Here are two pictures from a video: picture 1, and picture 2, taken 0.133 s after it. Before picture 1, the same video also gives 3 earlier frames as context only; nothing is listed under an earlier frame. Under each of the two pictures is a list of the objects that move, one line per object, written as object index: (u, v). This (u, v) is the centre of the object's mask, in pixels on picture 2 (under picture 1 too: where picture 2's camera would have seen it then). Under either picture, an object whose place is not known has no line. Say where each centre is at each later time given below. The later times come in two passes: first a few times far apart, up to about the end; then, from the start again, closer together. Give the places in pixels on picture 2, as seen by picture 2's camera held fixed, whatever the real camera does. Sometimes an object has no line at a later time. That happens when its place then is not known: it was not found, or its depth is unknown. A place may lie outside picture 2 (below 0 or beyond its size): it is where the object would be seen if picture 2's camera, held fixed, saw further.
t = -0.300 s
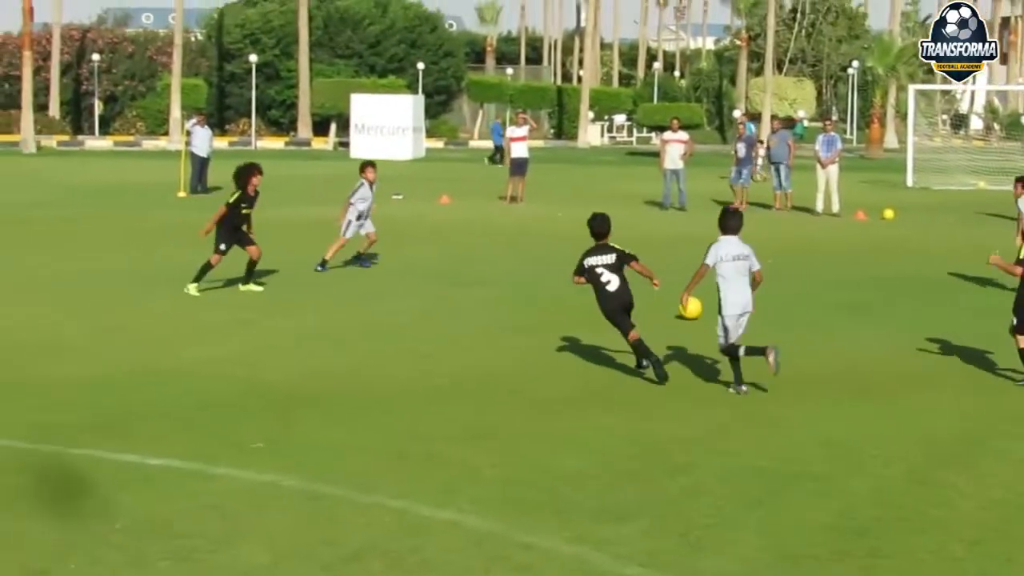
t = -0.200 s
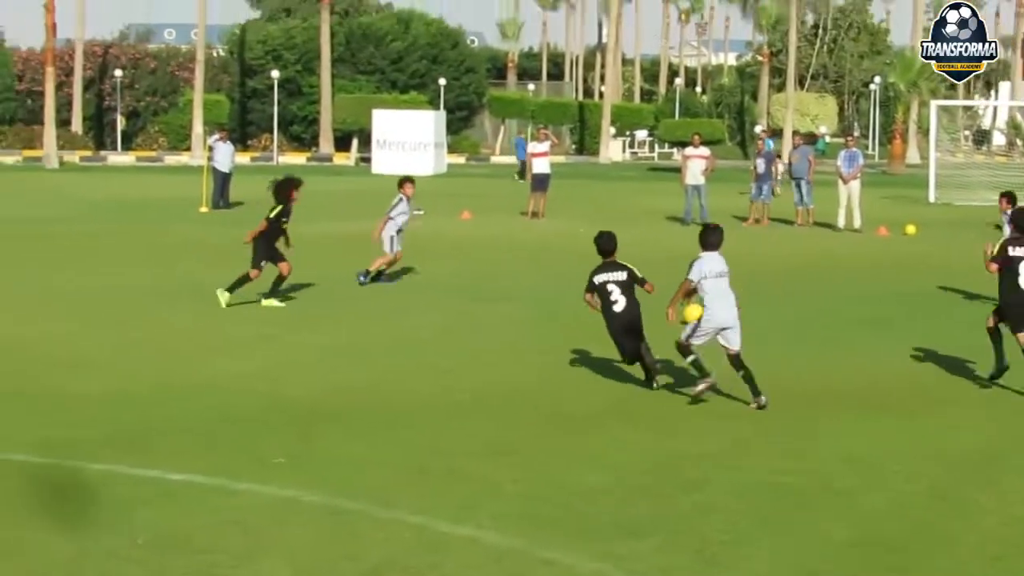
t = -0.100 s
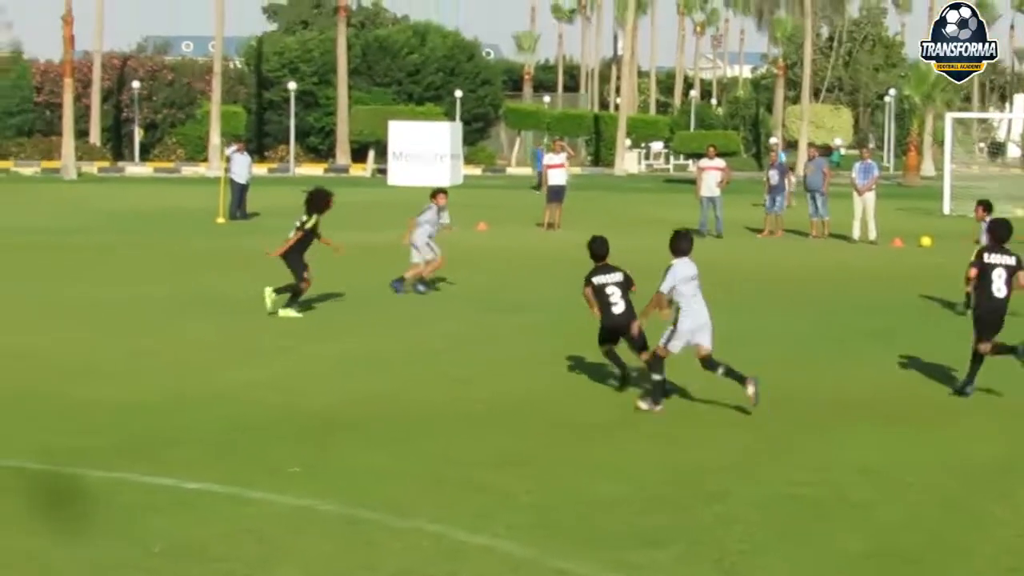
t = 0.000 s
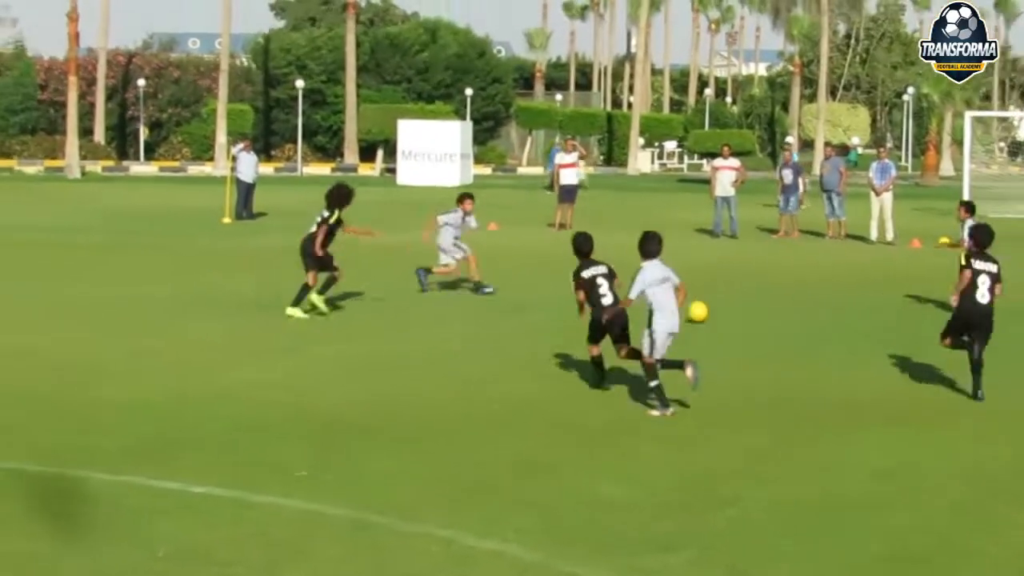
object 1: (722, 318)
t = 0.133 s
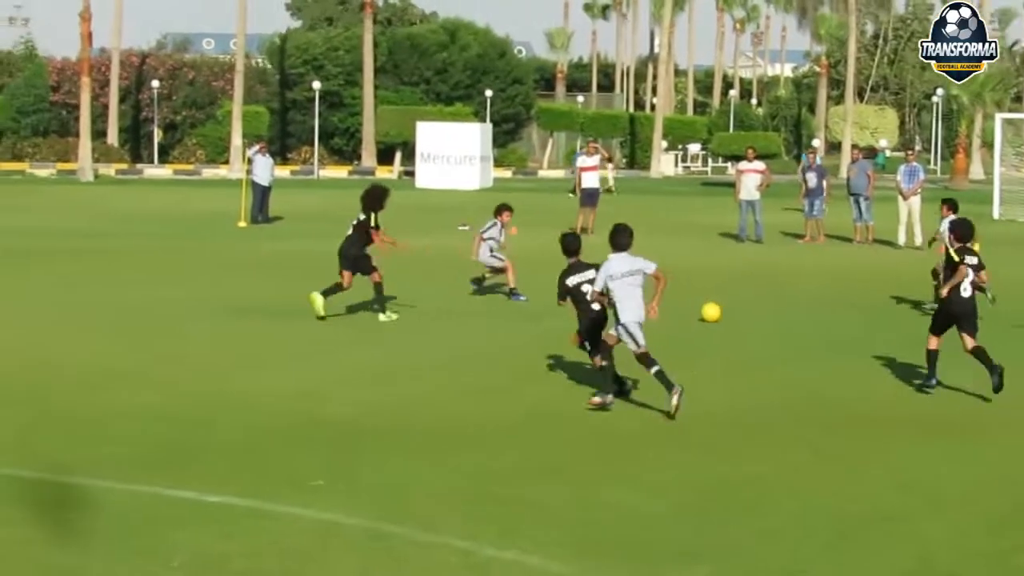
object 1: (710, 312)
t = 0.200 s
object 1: (706, 308)
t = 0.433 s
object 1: (692, 299)
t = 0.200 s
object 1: (706, 308)
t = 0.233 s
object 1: (704, 307)
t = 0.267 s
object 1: (702, 305)
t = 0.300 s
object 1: (700, 303)
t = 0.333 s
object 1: (698, 303)
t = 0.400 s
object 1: (694, 299)
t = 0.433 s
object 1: (692, 299)
